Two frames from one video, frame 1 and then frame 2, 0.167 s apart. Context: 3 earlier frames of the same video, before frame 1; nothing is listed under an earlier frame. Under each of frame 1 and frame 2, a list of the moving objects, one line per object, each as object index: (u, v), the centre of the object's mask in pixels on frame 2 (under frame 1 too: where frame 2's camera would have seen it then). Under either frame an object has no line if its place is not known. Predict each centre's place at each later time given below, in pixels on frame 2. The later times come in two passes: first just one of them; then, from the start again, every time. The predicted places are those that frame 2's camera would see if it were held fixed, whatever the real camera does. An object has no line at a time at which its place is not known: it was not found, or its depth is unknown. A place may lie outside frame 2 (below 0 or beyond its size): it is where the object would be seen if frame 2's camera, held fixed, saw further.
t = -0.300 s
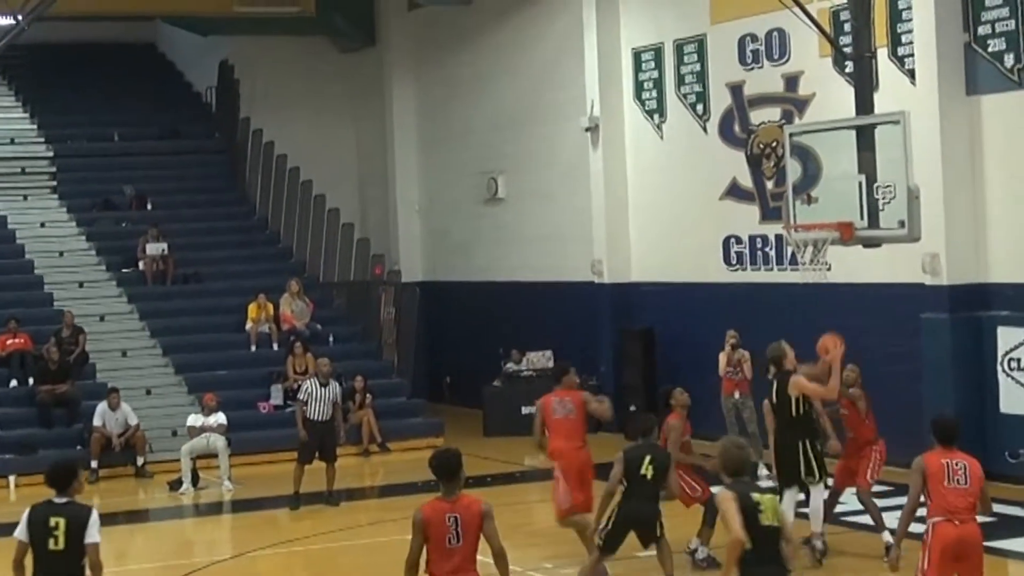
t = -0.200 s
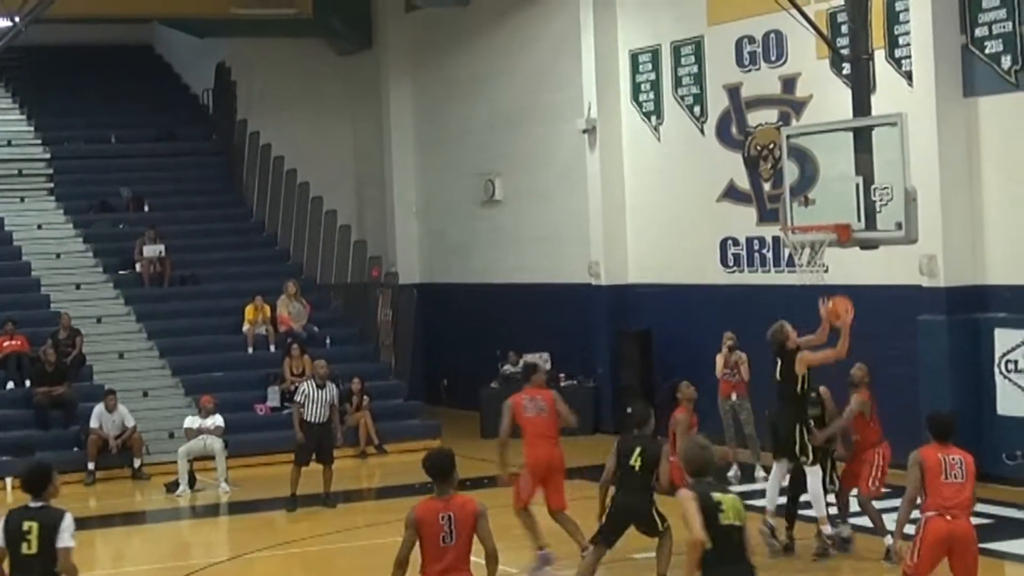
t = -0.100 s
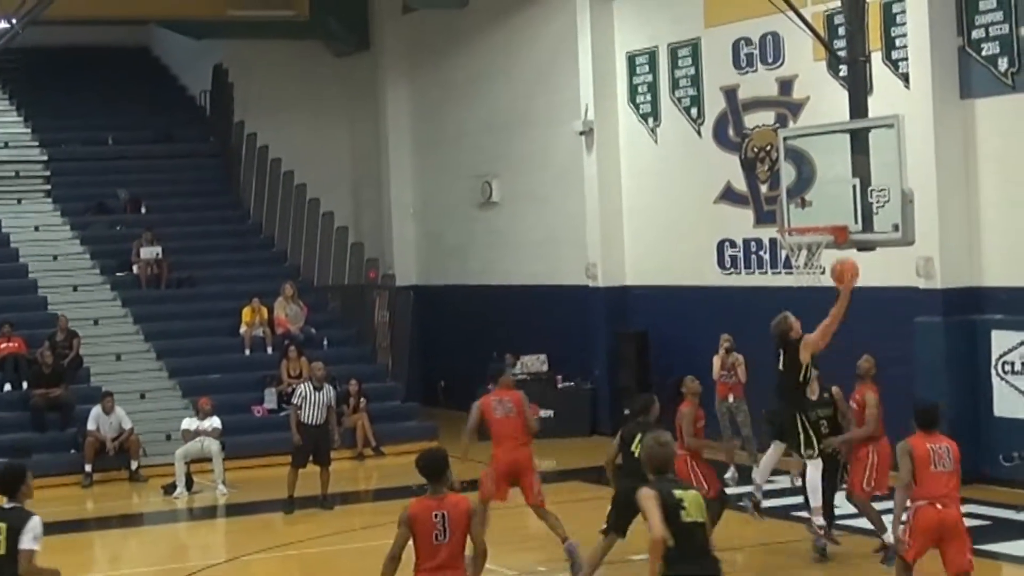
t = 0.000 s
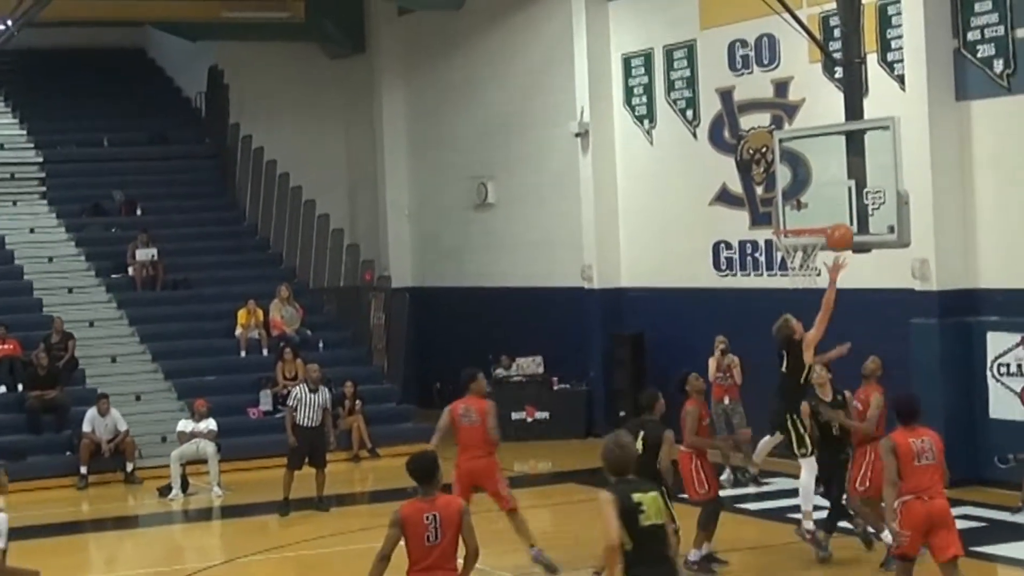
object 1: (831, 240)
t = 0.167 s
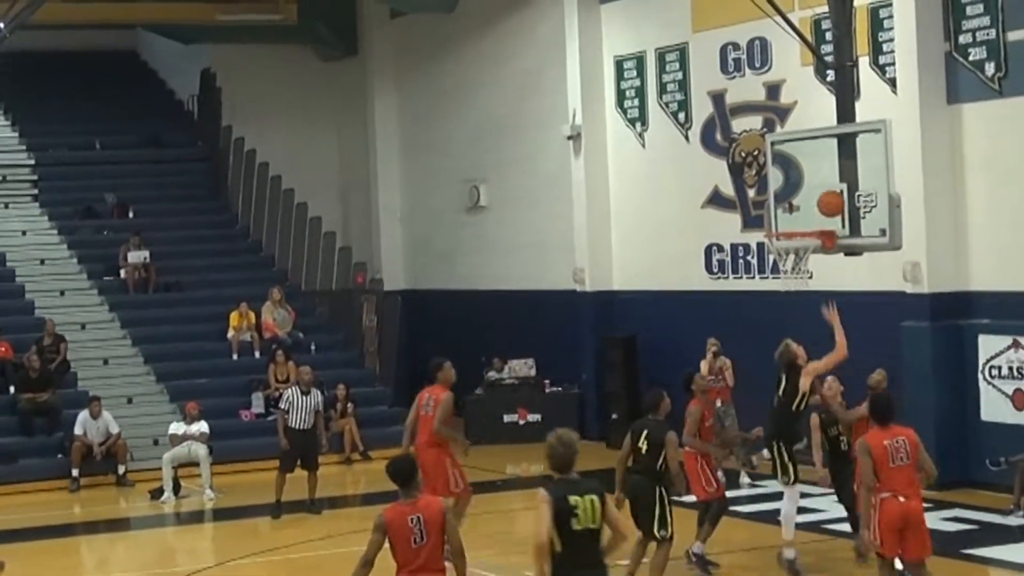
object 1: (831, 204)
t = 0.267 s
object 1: (831, 197)
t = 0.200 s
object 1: (831, 200)
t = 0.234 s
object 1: (832, 198)
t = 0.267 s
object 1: (831, 197)
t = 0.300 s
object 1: (827, 198)
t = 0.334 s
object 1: (823, 200)
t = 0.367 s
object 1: (819, 204)
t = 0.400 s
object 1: (816, 209)
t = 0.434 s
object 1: (812, 215)
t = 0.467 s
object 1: (808, 221)
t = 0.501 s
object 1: (805, 223)
